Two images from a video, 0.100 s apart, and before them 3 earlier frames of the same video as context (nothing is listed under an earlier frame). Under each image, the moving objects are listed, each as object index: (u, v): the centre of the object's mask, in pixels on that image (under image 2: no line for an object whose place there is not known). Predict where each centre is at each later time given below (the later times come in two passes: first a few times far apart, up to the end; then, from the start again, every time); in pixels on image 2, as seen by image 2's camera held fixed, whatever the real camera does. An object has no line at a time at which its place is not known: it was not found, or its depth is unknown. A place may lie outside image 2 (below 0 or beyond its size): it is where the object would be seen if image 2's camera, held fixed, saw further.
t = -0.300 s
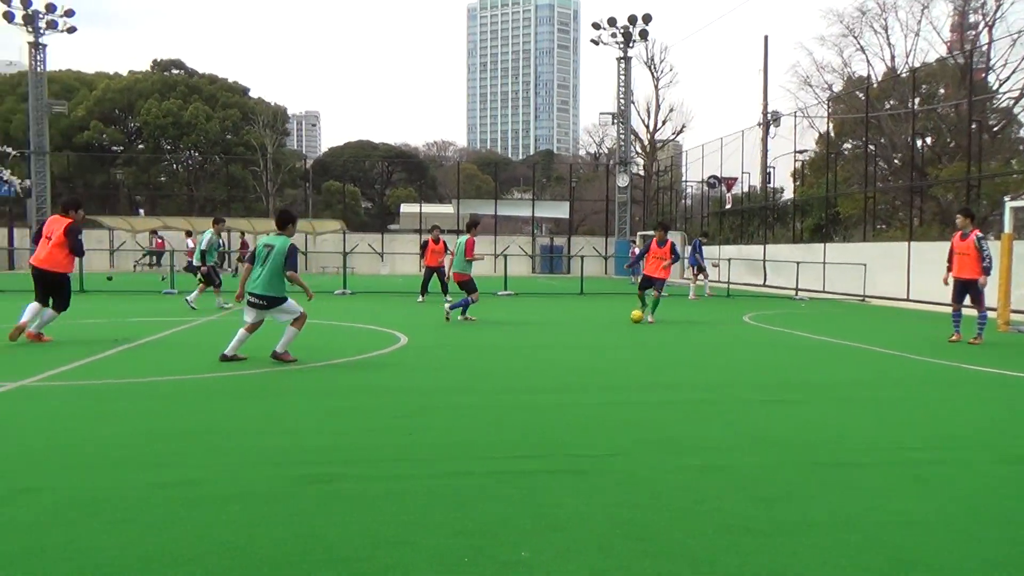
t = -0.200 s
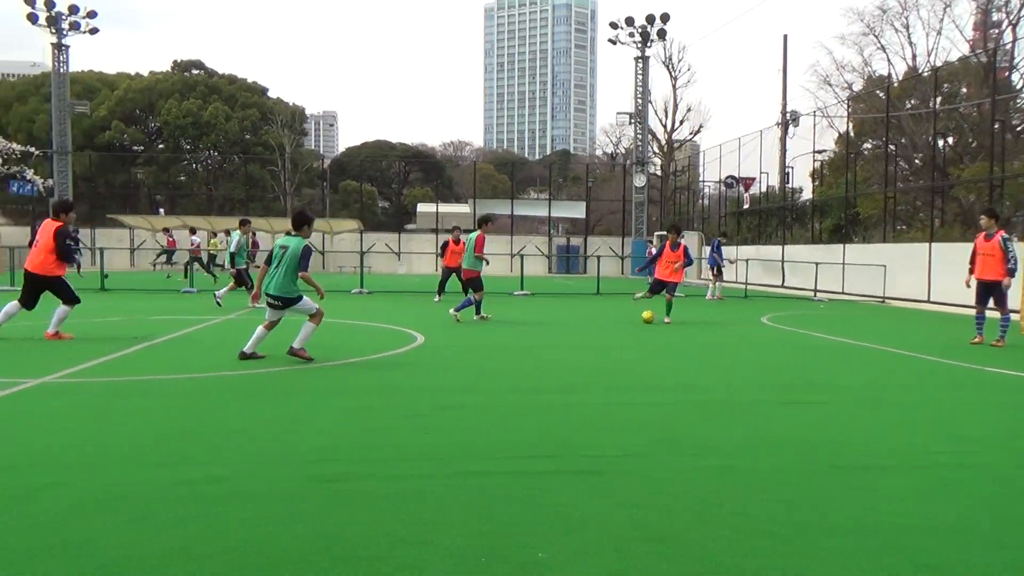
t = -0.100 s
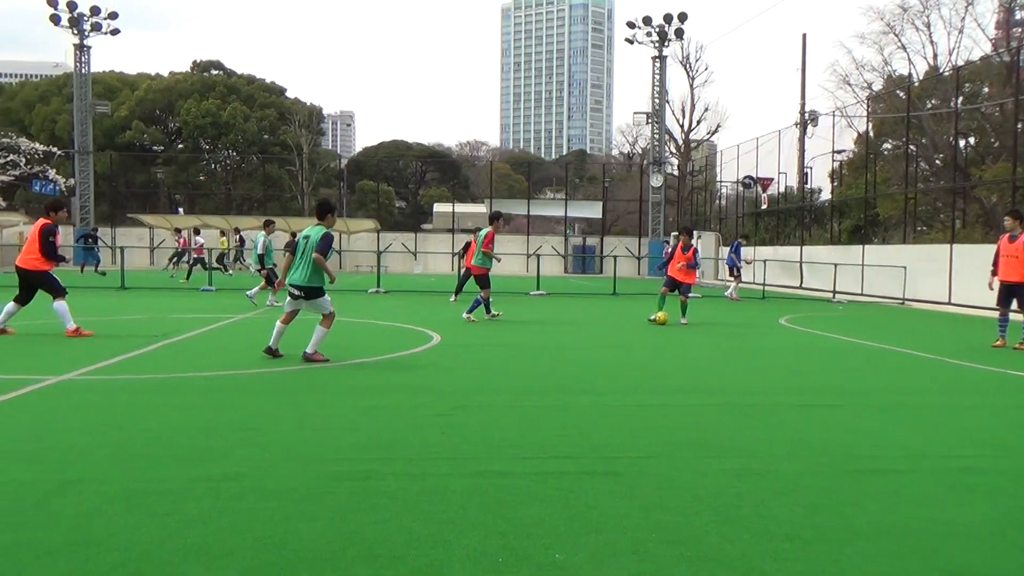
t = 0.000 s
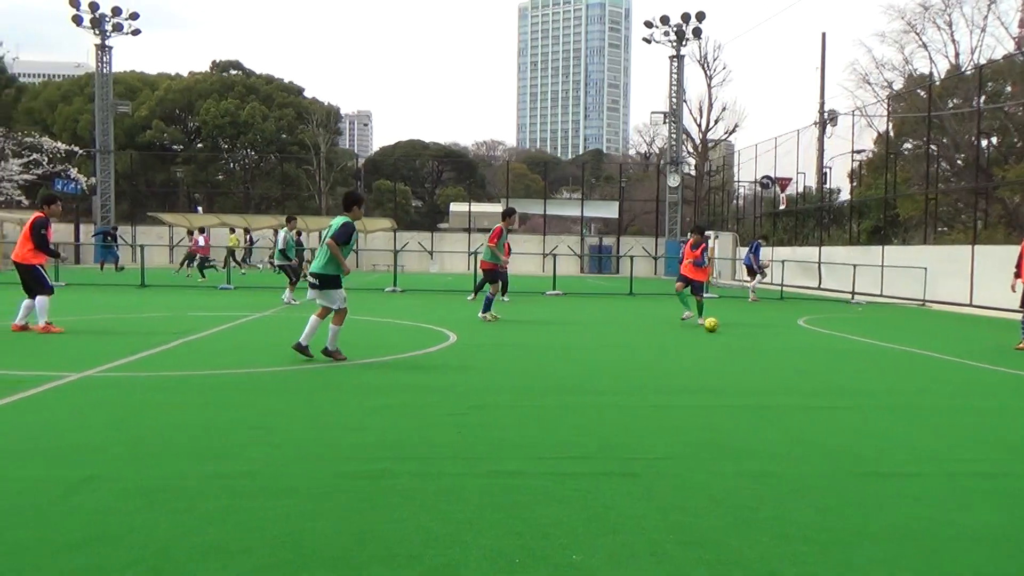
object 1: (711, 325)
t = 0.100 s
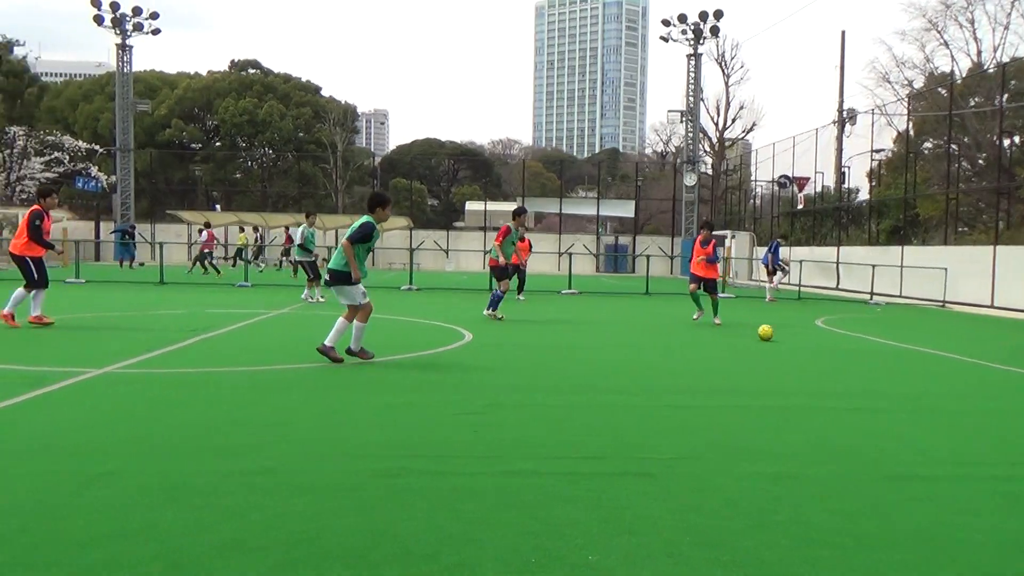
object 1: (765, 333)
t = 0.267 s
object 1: (841, 348)
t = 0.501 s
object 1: (977, 376)
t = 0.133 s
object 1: (780, 336)
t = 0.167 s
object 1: (793, 338)
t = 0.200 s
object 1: (809, 341)
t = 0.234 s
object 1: (824, 344)
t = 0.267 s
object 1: (841, 348)
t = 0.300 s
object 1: (858, 351)
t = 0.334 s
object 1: (876, 355)
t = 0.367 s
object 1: (895, 359)
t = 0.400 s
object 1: (915, 362)
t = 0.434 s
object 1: (936, 367)
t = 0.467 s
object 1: (957, 371)
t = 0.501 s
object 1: (977, 376)
